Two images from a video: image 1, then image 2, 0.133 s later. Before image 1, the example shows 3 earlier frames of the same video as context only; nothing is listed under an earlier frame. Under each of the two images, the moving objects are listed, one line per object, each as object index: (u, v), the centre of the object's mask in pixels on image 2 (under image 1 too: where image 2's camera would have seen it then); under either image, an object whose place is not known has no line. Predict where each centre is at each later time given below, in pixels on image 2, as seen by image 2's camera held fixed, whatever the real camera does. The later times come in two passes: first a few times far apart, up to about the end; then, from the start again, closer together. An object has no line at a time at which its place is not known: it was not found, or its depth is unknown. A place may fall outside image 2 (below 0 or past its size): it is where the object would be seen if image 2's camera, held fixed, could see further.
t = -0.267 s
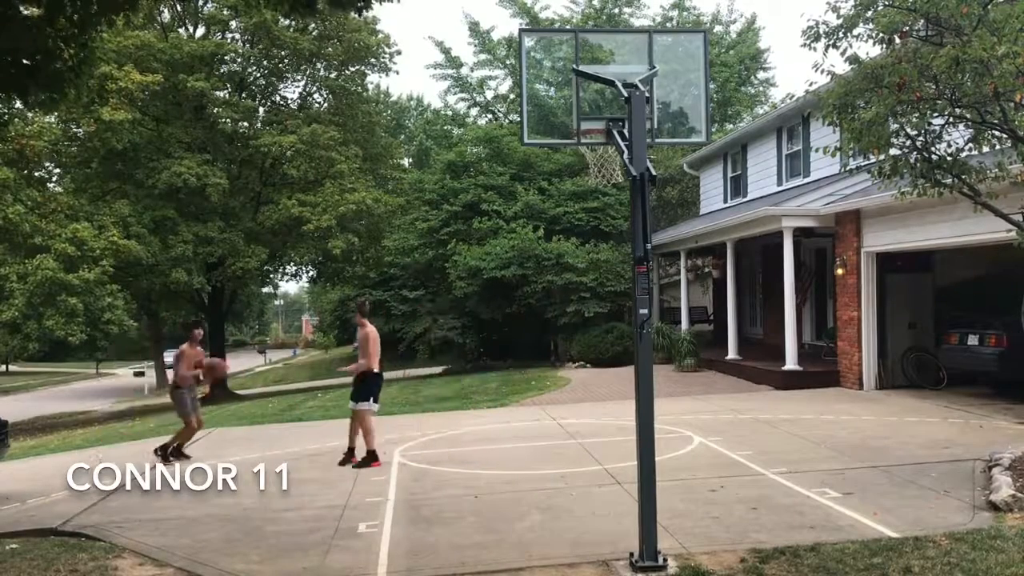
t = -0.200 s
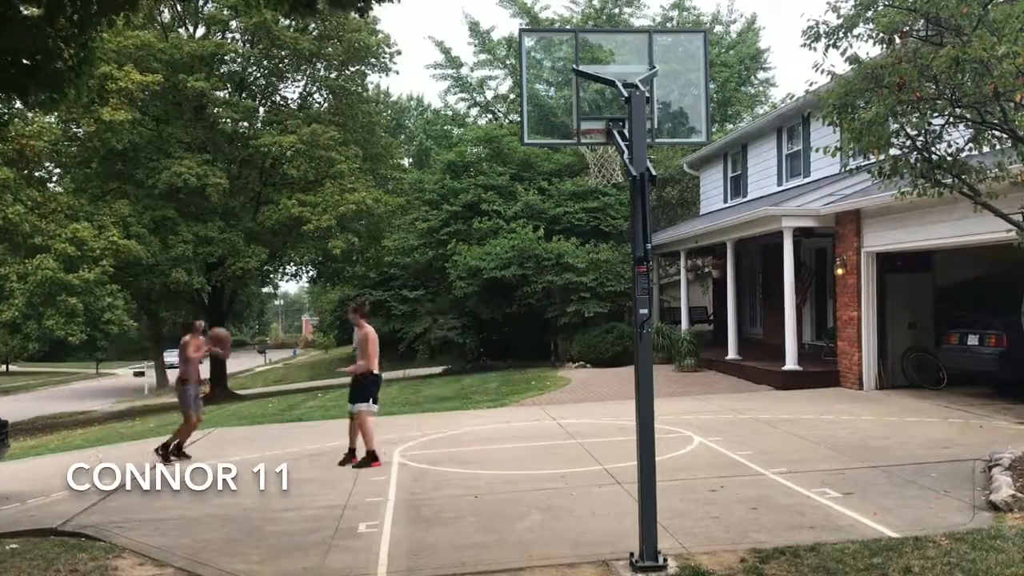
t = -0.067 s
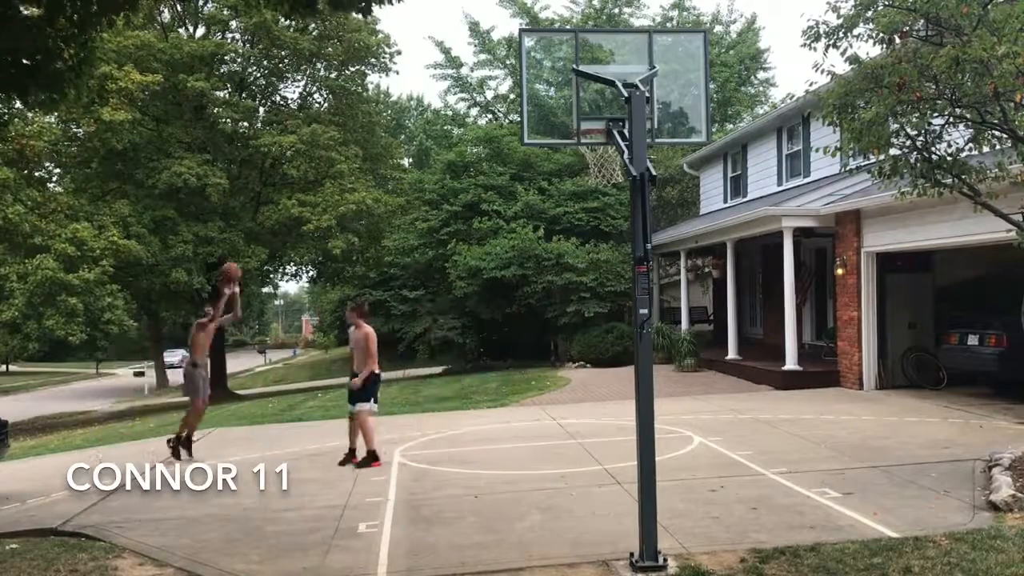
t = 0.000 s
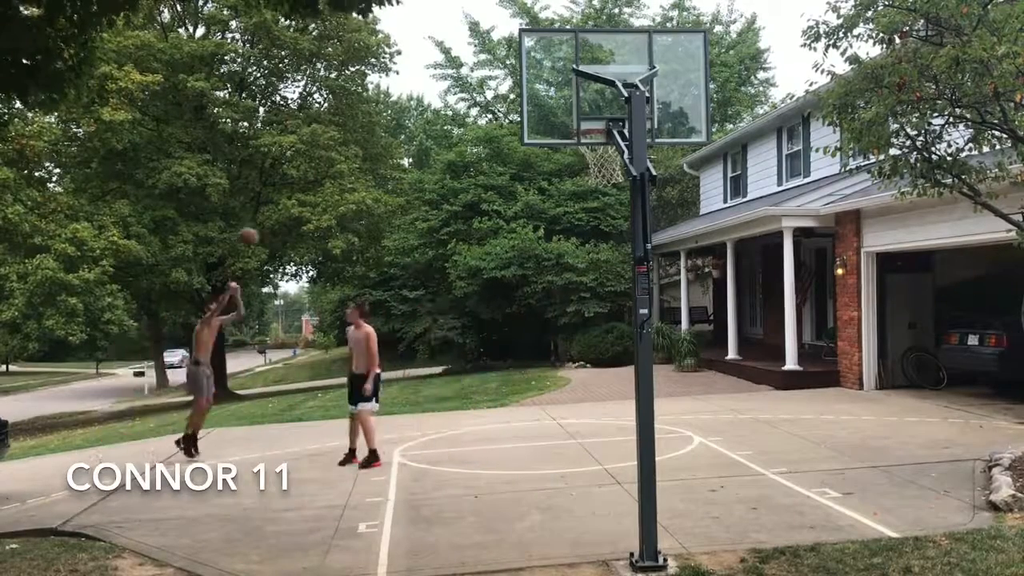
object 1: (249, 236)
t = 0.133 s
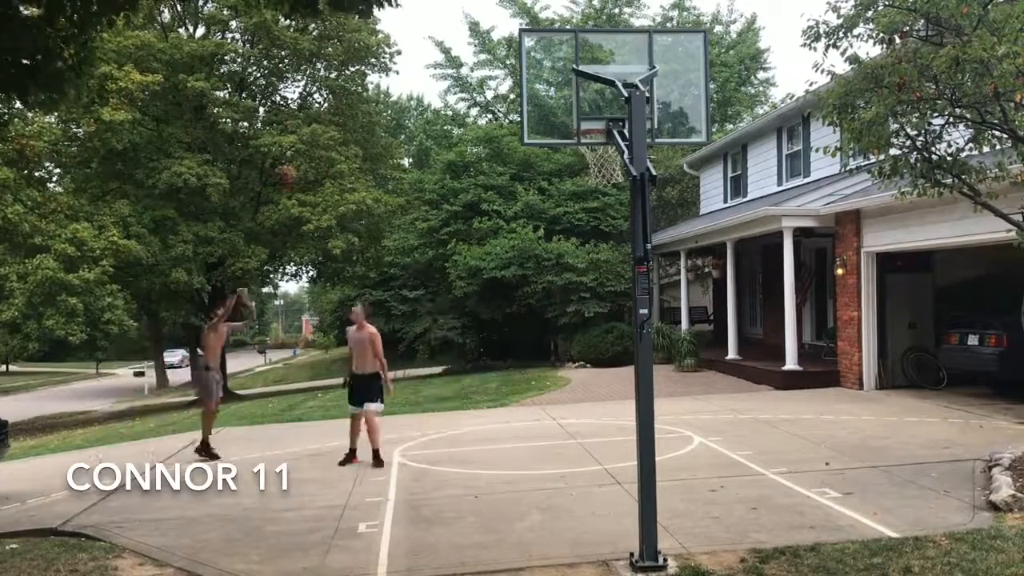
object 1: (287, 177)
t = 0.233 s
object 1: (315, 134)
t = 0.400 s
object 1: (367, 87)
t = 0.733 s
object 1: (497, 53)
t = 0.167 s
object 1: (295, 165)
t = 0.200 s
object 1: (309, 142)
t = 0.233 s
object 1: (315, 134)
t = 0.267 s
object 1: (324, 125)
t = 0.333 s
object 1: (345, 104)
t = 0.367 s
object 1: (356, 94)
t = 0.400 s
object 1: (367, 87)
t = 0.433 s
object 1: (379, 77)
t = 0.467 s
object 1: (390, 71)
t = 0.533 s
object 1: (415, 61)
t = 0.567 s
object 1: (427, 57)
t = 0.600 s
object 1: (440, 54)
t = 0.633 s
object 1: (453, 52)
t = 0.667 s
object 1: (467, 52)
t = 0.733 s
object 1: (497, 53)
